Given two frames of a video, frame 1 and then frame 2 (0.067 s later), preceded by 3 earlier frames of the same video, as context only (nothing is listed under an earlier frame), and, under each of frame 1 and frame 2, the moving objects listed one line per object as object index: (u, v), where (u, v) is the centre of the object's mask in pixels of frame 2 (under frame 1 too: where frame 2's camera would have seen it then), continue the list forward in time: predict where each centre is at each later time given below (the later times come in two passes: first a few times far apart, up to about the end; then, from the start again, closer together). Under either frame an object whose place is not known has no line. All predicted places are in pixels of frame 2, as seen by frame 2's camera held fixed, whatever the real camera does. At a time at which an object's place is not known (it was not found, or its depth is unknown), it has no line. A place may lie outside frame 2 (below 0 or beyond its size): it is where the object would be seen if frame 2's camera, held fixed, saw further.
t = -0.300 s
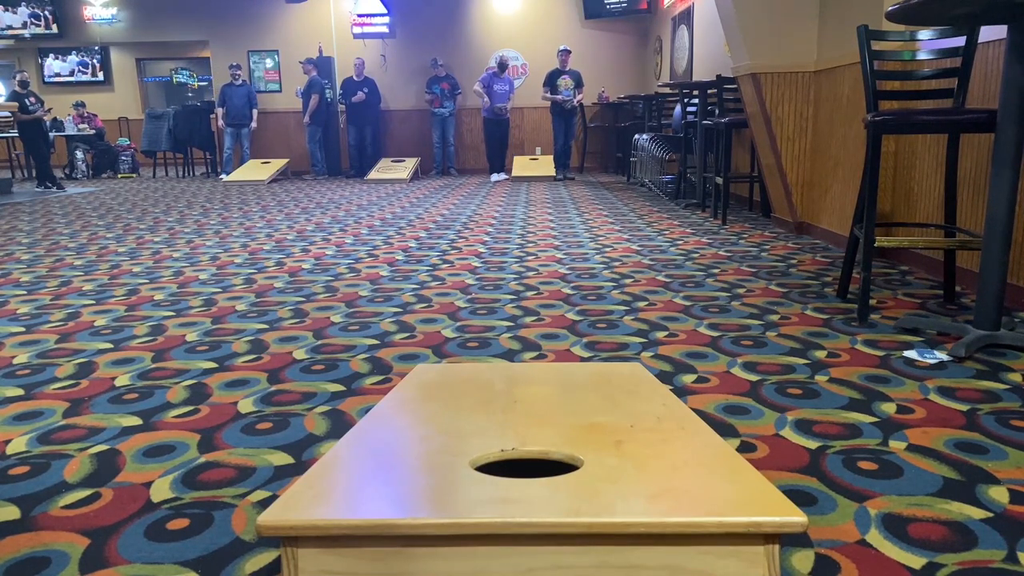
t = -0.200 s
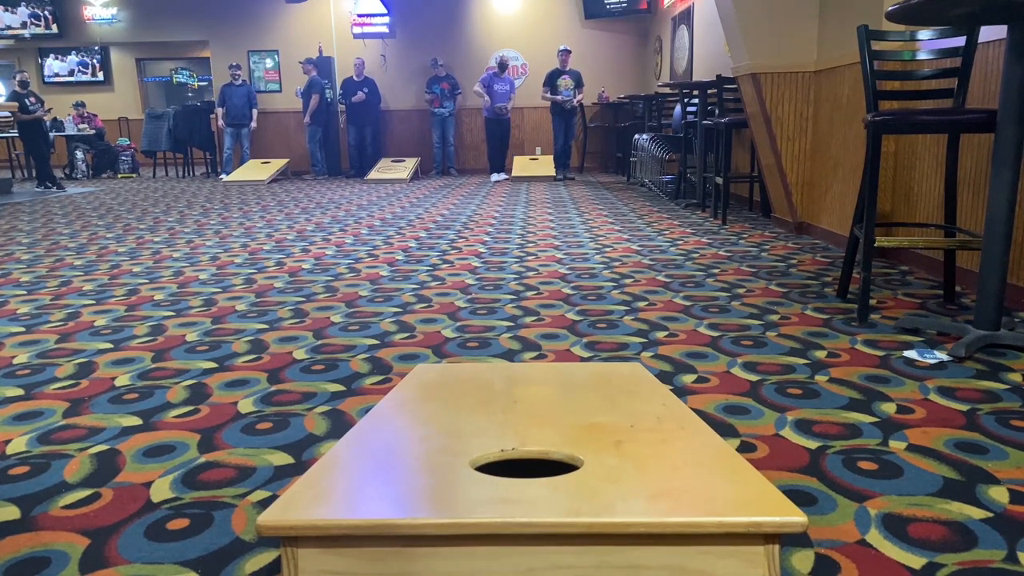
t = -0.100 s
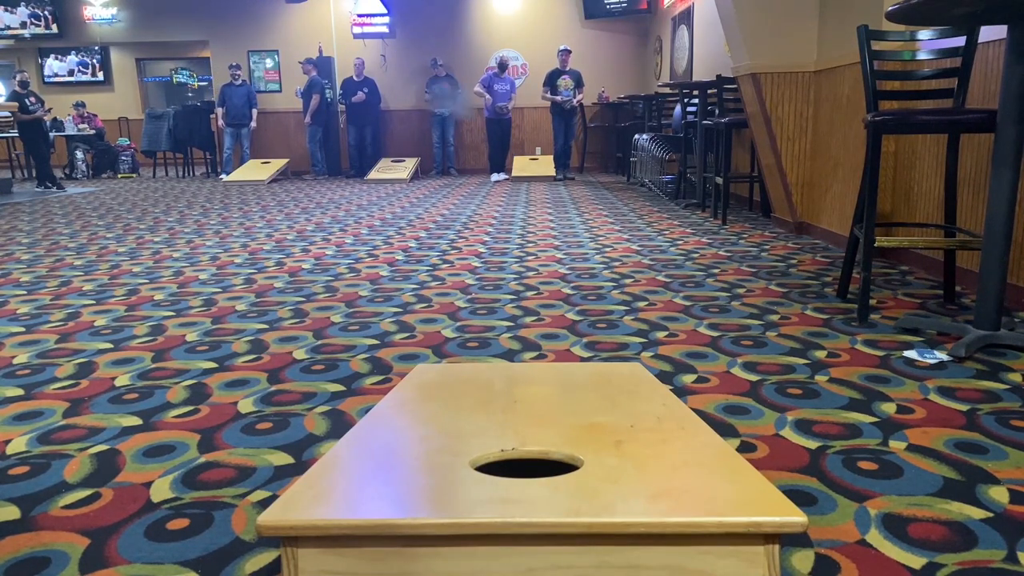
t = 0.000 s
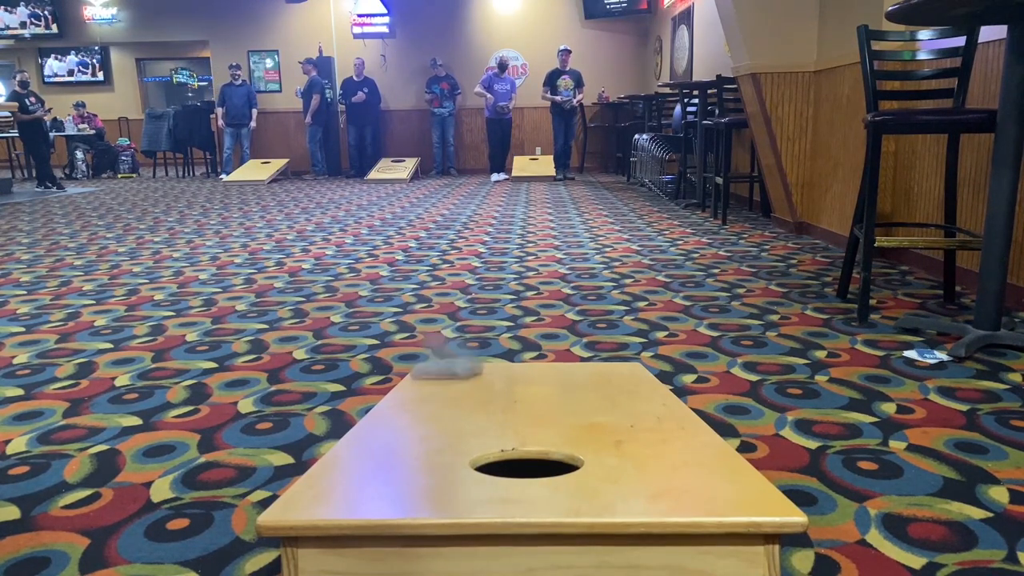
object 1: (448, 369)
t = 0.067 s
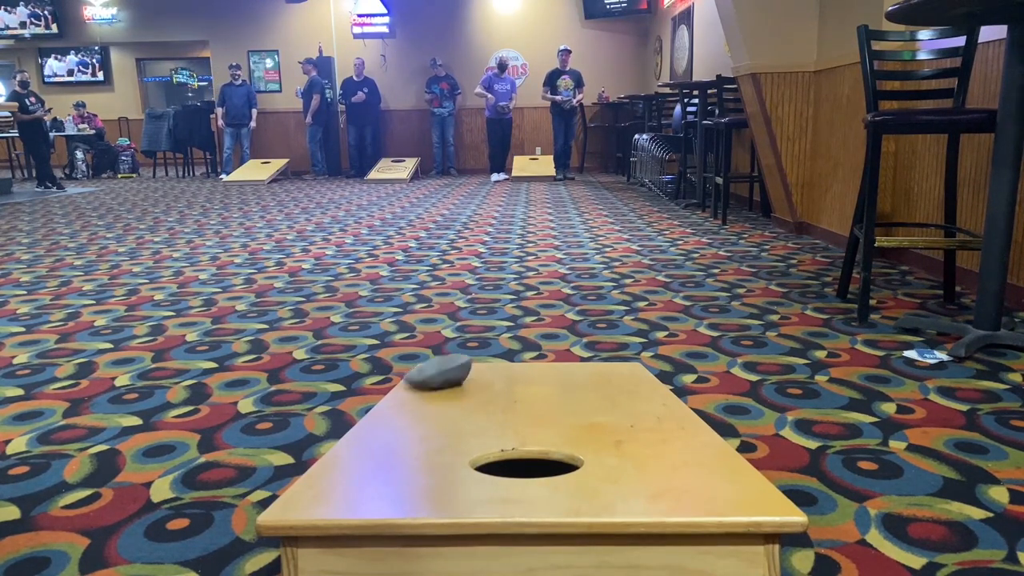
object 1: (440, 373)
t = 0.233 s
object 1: (414, 415)
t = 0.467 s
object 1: (384, 458)
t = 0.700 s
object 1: (381, 465)
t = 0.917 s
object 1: (381, 465)
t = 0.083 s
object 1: (437, 376)
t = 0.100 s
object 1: (435, 381)
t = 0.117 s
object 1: (432, 387)
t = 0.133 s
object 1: (429, 392)
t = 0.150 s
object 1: (427, 396)
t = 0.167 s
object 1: (424, 400)
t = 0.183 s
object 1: (421, 404)
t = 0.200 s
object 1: (418, 408)
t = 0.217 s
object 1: (416, 411)
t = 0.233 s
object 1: (414, 415)
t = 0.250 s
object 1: (410, 419)
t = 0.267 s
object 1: (408, 422)
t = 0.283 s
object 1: (405, 426)
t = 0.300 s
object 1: (402, 430)
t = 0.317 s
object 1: (400, 433)
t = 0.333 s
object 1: (398, 436)
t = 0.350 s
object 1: (396, 440)
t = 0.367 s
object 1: (394, 443)
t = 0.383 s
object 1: (392, 446)
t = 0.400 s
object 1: (390, 448)
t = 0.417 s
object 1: (388, 451)
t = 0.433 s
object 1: (387, 453)
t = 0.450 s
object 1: (385, 456)
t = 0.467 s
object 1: (384, 458)
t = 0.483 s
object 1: (383, 459)
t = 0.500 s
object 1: (383, 461)
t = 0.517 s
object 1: (382, 462)
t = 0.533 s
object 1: (382, 463)
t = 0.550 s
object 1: (381, 464)
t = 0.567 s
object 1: (381, 464)
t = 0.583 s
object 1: (381, 465)
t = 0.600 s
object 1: (381, 465)
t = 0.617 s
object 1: (380, 465)
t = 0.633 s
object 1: (381, 465)
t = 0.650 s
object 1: (381, 465)
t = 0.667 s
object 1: (381, 465)
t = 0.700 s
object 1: (381, 465)
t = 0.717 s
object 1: (381, 465)
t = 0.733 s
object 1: (381, 465)
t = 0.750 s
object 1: (381, 465)
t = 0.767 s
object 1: (381, 465)
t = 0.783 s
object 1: (381, 465)
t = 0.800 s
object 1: (381, 465)
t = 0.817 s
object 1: (381, 465)
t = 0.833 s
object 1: (381, 465)
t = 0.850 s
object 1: (381, 465)
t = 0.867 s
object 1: (381, 465)
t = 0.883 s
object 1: (381, 465)
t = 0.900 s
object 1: (381, 465)
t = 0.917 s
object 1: (381, 465)
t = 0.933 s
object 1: (381, 465)
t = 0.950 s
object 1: (381, 465)
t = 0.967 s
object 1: (381, 465)
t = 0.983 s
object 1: (381, 465)
